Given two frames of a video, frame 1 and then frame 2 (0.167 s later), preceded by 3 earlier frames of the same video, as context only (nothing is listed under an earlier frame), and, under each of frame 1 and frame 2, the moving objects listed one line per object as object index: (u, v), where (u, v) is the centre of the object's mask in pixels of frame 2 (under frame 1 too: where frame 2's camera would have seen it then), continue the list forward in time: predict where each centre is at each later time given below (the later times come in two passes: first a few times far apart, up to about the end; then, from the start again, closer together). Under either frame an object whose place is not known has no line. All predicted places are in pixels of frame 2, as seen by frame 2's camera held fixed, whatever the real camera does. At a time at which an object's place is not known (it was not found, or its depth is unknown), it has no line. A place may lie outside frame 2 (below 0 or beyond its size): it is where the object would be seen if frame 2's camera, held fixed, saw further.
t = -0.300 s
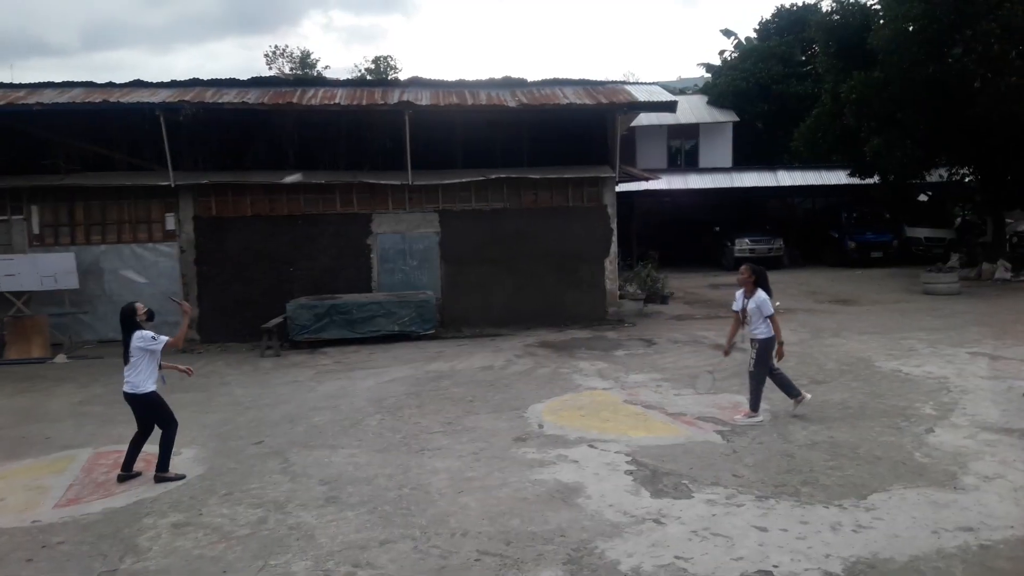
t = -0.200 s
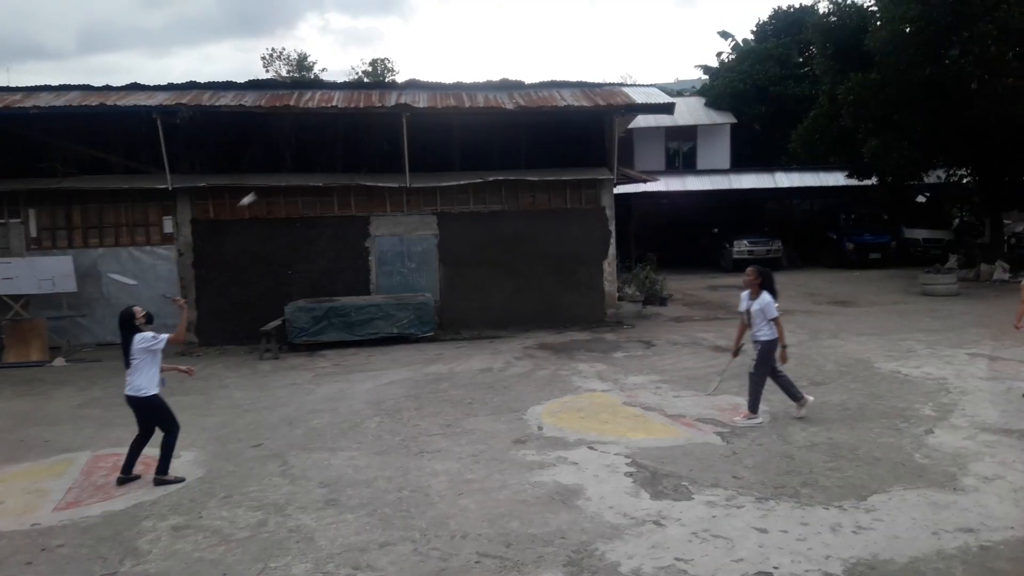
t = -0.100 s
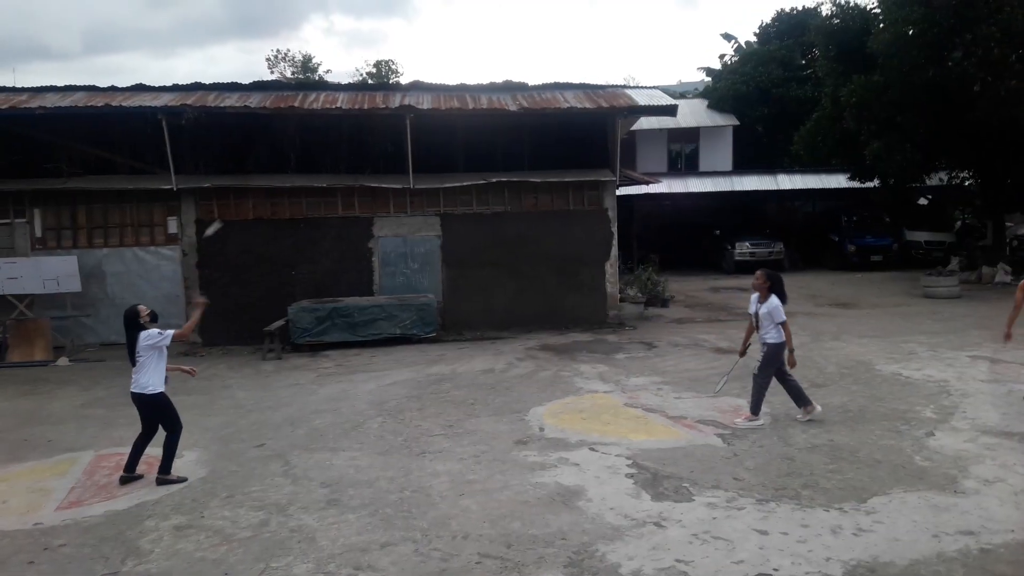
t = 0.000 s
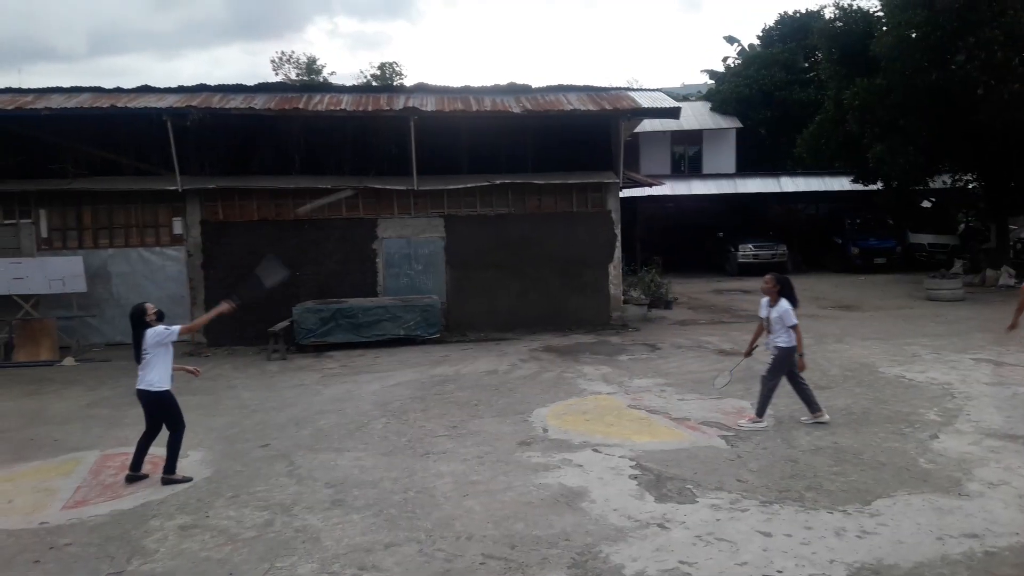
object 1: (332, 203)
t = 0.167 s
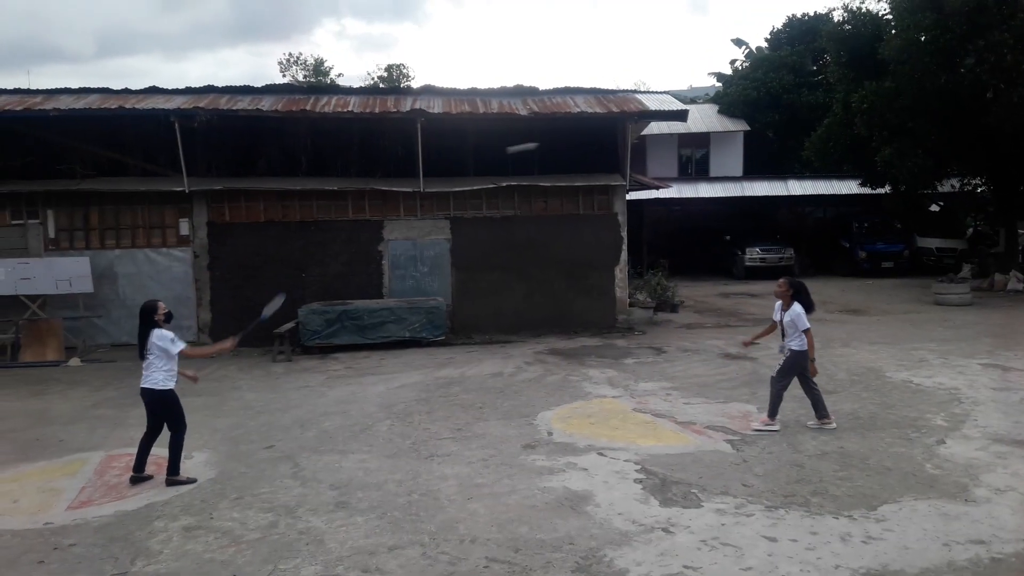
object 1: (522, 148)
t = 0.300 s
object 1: (618, 137)
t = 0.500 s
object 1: (720, 153)
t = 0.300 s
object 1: (618, 137)
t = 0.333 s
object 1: (637, 137)
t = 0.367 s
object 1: (657, 138)
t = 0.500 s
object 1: (720, 153)
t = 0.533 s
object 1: (735, 159)
